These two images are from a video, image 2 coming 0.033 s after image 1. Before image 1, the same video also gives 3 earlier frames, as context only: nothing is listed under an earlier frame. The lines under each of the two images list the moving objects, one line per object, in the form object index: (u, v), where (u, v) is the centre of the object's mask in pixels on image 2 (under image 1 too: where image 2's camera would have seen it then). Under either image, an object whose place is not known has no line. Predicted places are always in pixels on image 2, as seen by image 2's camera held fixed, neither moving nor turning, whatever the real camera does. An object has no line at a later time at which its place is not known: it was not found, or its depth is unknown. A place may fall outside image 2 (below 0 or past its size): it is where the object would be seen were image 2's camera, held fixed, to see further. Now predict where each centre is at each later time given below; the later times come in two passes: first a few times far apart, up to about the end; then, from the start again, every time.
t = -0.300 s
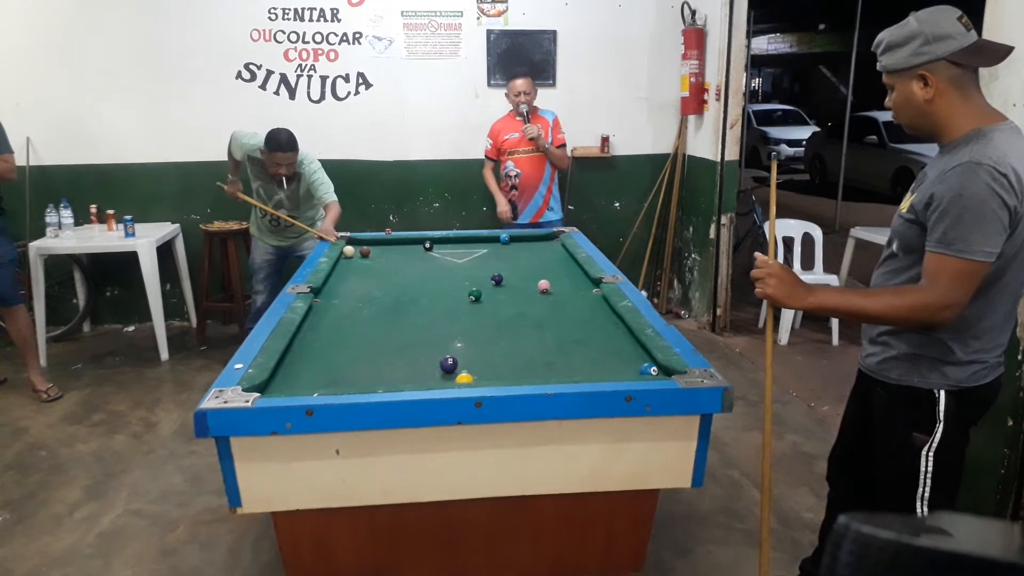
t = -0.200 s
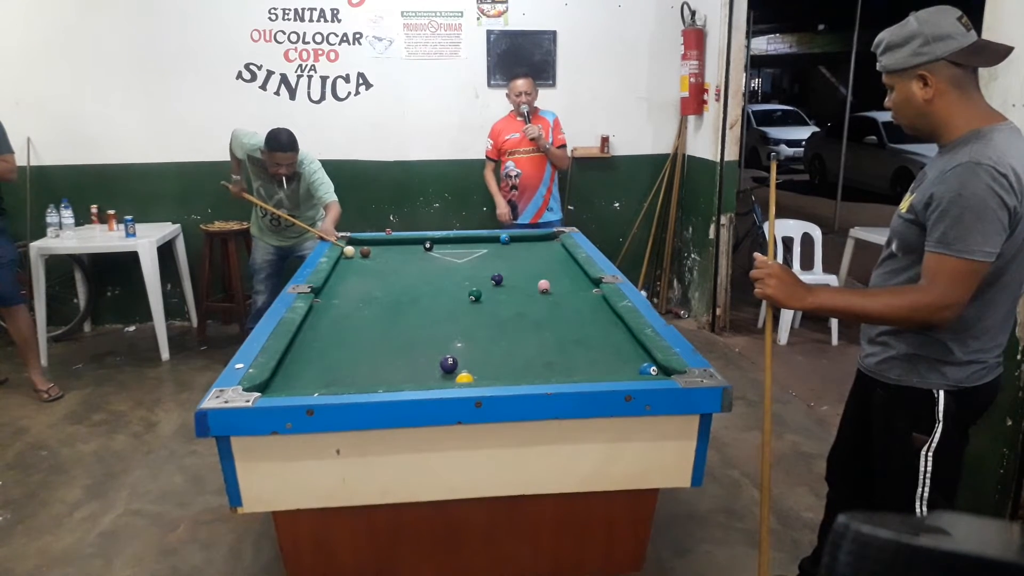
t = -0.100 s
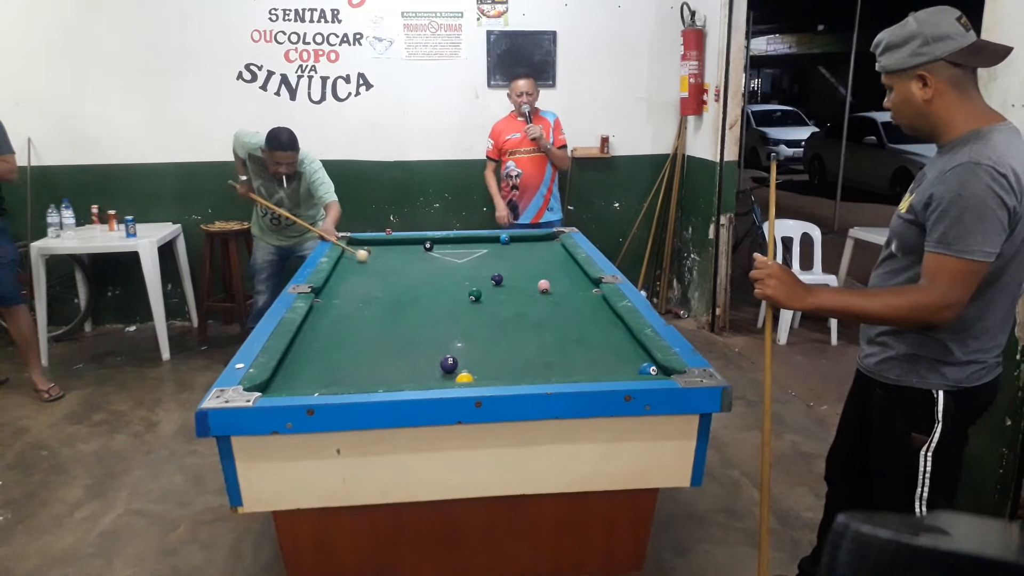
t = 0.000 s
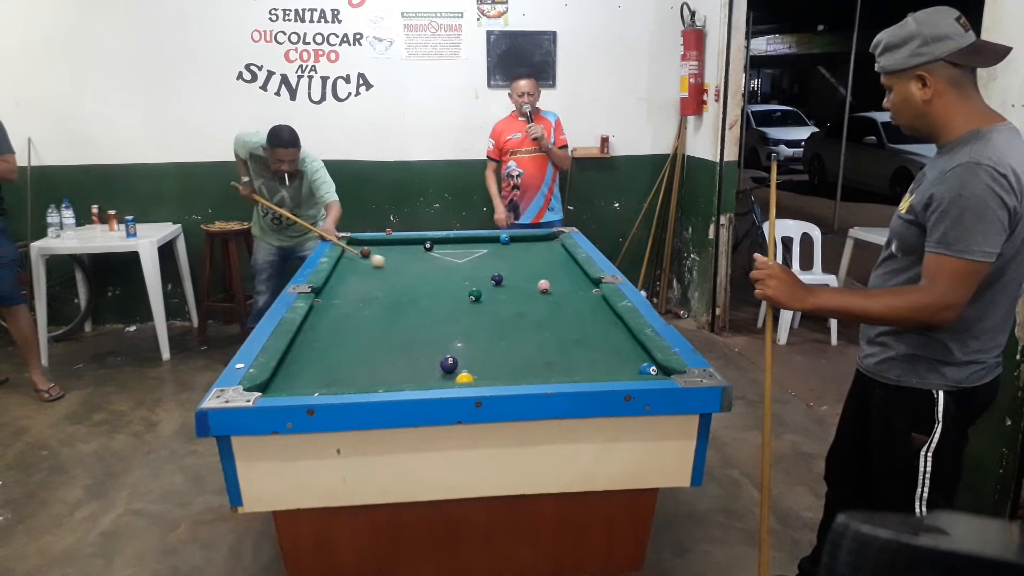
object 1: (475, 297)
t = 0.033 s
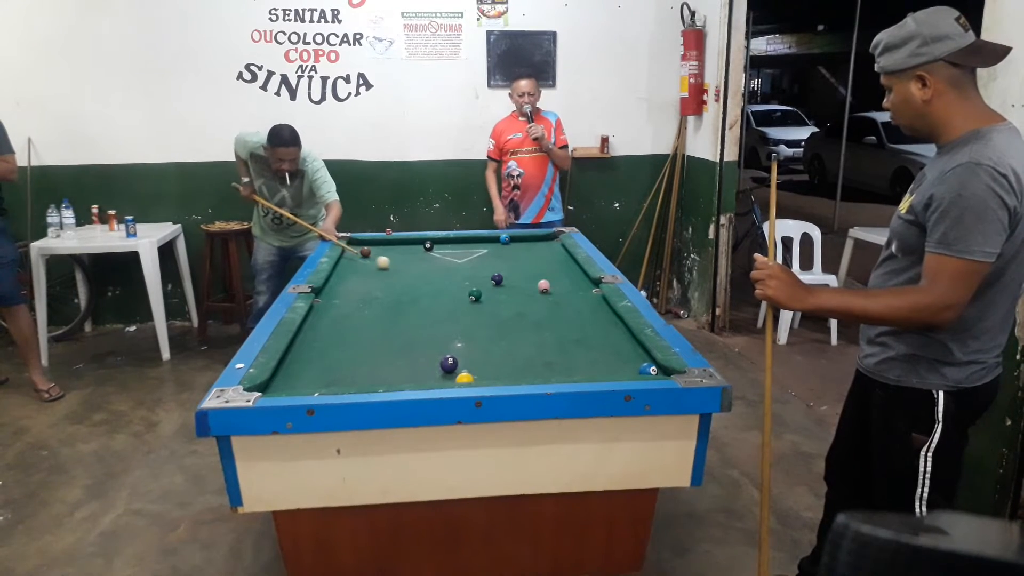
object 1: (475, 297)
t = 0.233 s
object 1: (475, 295)
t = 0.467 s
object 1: (475, 295)
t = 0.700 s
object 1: (488, 308)
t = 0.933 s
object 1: (504, 324)
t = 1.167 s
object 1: (522, 341)
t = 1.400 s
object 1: (542, 360)
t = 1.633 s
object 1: (562, 374)
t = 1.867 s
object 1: (564, 364)
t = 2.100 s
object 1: (566, 352)
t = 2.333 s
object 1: (567, 342)
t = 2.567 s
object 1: (569, 333)
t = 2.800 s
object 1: (570, 325)
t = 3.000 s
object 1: (571, 320)
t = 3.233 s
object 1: (573, 314)
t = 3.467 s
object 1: (574, 309)
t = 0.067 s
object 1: (475, 295)
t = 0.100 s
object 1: (475, 295)
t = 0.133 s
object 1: (475, 295)
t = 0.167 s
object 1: (475, 295)
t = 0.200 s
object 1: (475, 295)
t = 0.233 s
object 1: (475, 295)
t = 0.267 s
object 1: (475, 295)
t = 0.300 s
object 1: (475, 295)
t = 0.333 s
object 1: (475, 295)
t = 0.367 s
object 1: (475, 295)
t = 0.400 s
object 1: (475, 295)
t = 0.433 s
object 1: (475, 295)
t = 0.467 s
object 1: (475, 295)
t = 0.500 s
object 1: (475, 295)
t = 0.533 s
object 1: (476, 296)
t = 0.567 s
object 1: (479, 298)
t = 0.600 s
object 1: (481, 301)
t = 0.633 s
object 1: (483, 303)
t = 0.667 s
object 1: (485, 306)
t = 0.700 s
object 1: (488, 308)
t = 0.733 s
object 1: (490, 310)
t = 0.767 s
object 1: (493, 312)
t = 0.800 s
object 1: (495, 314)
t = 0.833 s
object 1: (496, 317)
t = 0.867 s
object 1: (499, 319)
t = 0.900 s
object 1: (502, 321)
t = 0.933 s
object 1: (504, 324)
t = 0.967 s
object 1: (507, 326)
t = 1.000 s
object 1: (509, 329)
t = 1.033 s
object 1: (512, 331)
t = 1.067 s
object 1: (514, 333)
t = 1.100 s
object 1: (517, 335)
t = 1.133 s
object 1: (520, 338)
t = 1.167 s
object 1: (522, 341)
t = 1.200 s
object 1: (525, 343)
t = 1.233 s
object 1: (527, 346)
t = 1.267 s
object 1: (530, 348)
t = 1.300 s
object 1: (533, 351)
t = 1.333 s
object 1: (536, 354)
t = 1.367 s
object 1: (539, 357)
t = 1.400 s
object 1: (542, 360)
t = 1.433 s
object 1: (545, 363)
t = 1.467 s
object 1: (548, 365)
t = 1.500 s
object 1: (551, 368)
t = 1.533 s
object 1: (555, 371)
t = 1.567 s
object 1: (557, 372)
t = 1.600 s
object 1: (560, 373)
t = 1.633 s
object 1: (562, 374)
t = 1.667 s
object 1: (562, 372)
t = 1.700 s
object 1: (563, 371)
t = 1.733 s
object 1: (563, 370)
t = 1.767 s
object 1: (564, 369)
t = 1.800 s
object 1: (564, 368)
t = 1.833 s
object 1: (564, 366)
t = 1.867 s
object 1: (564, 364)
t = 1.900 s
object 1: (564, 362)
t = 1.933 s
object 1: (564, 360)
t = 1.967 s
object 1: (565, 359)
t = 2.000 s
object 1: (565, 357)
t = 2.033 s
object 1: (565, 355)
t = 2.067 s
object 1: (565, 354)
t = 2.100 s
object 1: (566, 352)
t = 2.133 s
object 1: (566, 351)
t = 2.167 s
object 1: (566, 349)
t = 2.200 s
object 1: (566, 347)
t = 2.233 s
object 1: (566, 346)
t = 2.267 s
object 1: (566, 344)
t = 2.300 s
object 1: (567, 343)
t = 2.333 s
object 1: (567, 342)
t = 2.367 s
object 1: (567, 340)
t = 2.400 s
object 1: (567, 339)
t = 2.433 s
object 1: (567, 337)
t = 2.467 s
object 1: (568, 336)
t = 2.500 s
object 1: (568, 335)
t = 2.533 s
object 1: (568, 334)
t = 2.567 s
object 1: (569, 333)
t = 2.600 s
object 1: (569, 332)
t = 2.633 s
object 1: (569, 330)
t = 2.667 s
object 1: (569, 329)
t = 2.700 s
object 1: (569, 328)
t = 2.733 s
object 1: (570, 327)
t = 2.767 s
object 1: (570, 326)
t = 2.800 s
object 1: (570, 325)
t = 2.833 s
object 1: (570, 324)
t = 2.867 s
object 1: (571, 323)
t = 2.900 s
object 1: (571, 322)
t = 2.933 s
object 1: (571, 321)
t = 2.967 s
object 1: (571, 321)
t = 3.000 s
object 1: (571, 320)
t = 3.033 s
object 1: (572, 319)
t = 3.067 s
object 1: (572, 318)
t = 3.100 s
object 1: (572, 317)
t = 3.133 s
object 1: (572, 316)
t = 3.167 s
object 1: (572, 315)
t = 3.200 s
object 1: (572, 315)
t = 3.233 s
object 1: (573, 314)
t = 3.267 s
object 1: (573, 313)
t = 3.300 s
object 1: (573, 312)
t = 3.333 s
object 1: (573, 311)
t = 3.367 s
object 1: (573, 311)
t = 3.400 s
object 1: (573, 310)
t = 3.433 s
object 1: (574, 309)
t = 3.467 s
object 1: (574, 309)
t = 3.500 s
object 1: (575, 309)
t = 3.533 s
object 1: (575, 308)
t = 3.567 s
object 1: (575, 308)
